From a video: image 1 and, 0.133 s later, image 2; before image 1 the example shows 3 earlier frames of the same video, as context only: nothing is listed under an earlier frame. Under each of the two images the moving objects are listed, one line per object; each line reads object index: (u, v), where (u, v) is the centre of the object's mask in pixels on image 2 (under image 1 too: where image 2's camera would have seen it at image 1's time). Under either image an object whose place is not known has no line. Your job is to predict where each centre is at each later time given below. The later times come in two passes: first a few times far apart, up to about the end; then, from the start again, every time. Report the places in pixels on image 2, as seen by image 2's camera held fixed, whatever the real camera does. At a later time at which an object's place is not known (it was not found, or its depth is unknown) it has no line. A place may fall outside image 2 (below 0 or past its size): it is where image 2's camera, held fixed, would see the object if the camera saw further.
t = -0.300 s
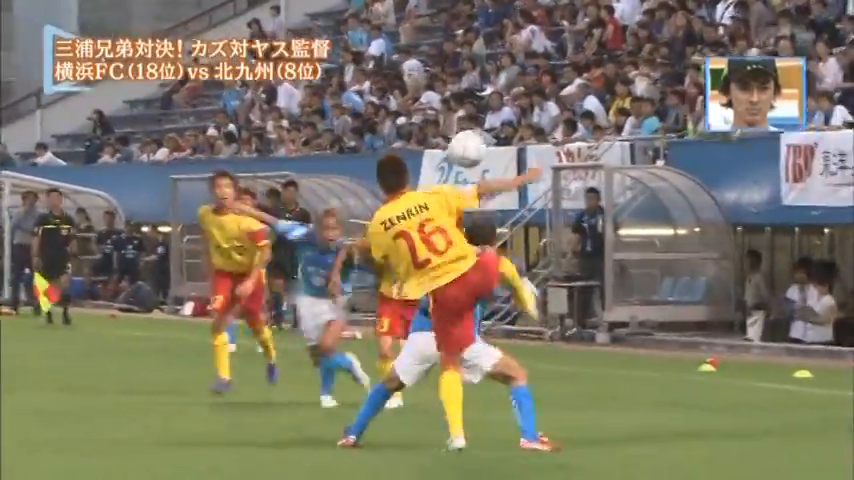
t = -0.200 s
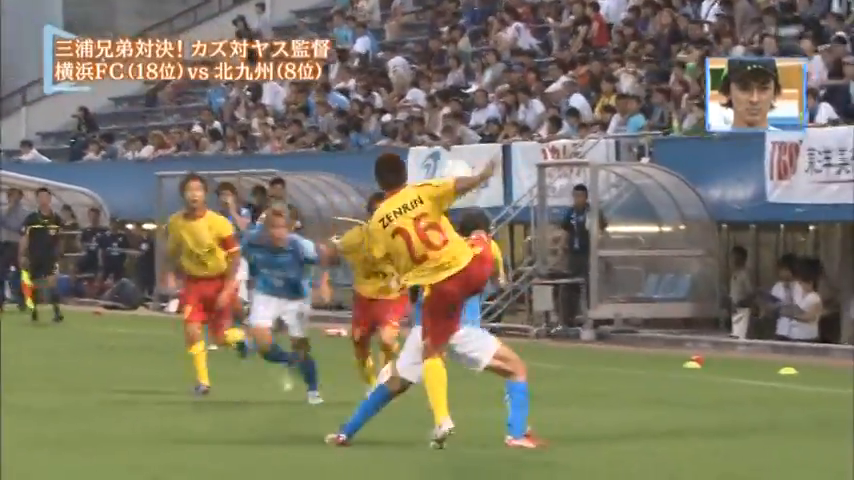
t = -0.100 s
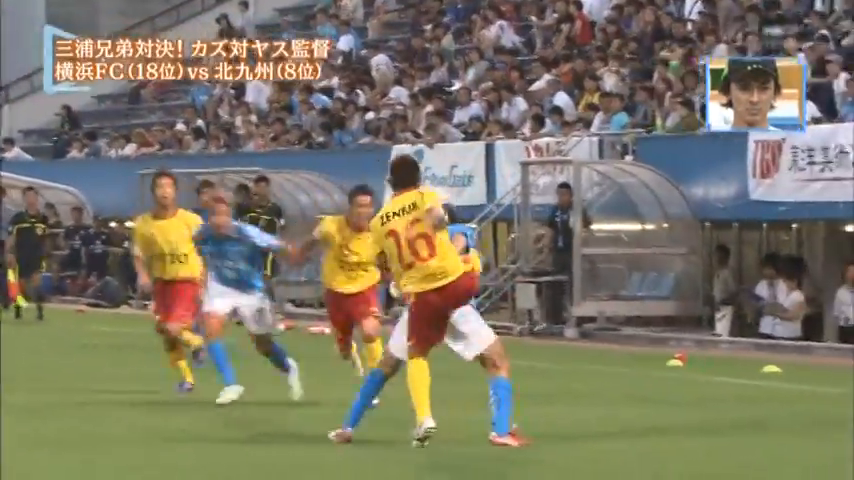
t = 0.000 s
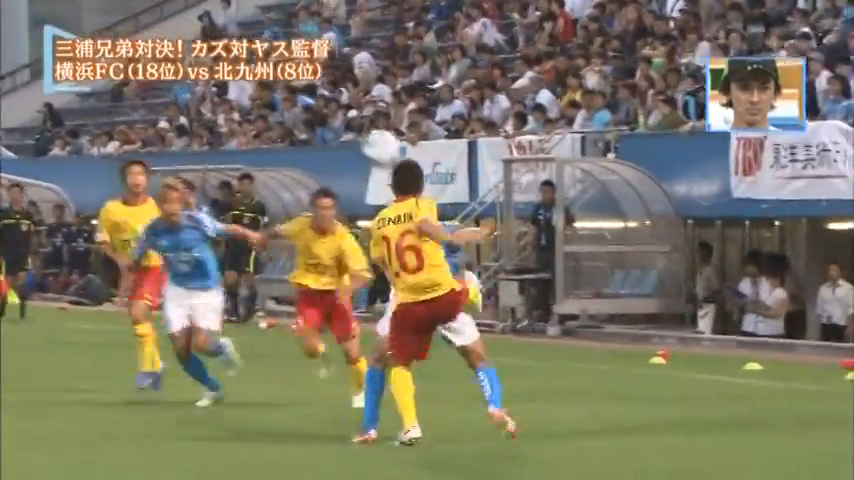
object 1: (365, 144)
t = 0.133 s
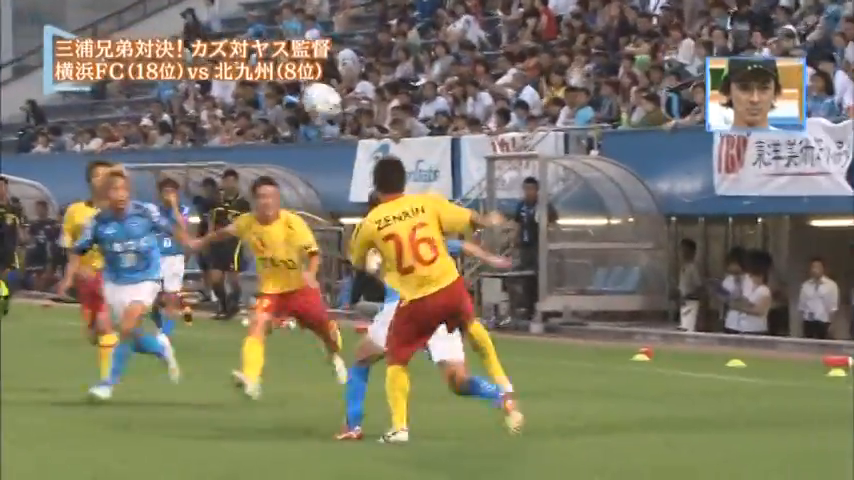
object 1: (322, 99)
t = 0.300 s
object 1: (275, 92)
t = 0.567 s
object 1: (212, 155)
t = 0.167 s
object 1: (311, 95)
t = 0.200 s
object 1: (303, 95)
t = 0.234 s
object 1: (292, 91)
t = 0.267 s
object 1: (283, 91)
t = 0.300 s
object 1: (275, 92)
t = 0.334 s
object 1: (266, 93)
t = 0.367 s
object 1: (257, 97)
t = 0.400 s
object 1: (250, 101)
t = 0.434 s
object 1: (241, 109)
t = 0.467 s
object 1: (233, 118)
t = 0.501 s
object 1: (226, 130)
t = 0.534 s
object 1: (219, 142)
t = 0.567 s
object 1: (212, 155)
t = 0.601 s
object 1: (205, 171)
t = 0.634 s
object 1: (198, 188)
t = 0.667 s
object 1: (192, 206)
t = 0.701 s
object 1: (186, 225)
